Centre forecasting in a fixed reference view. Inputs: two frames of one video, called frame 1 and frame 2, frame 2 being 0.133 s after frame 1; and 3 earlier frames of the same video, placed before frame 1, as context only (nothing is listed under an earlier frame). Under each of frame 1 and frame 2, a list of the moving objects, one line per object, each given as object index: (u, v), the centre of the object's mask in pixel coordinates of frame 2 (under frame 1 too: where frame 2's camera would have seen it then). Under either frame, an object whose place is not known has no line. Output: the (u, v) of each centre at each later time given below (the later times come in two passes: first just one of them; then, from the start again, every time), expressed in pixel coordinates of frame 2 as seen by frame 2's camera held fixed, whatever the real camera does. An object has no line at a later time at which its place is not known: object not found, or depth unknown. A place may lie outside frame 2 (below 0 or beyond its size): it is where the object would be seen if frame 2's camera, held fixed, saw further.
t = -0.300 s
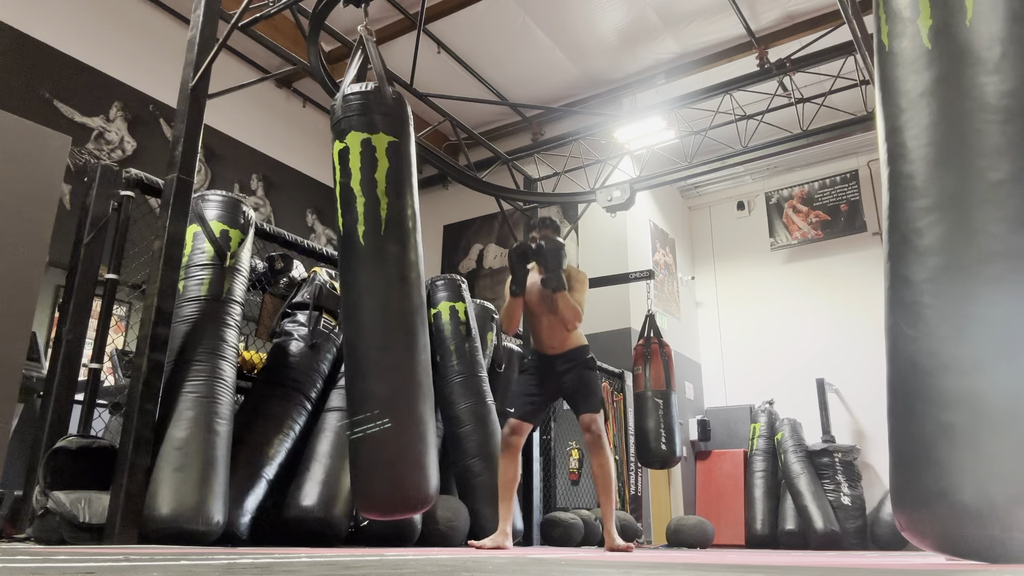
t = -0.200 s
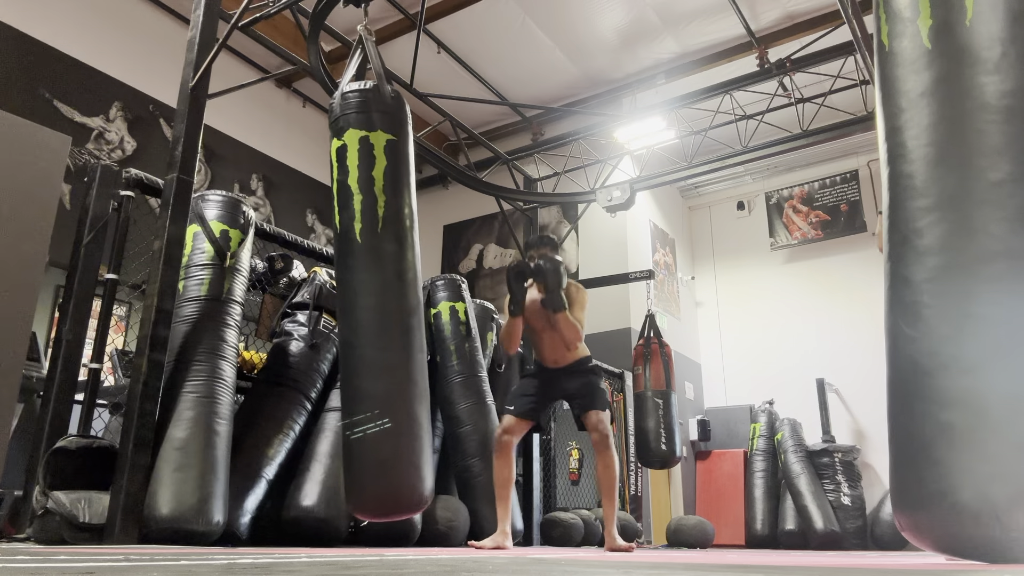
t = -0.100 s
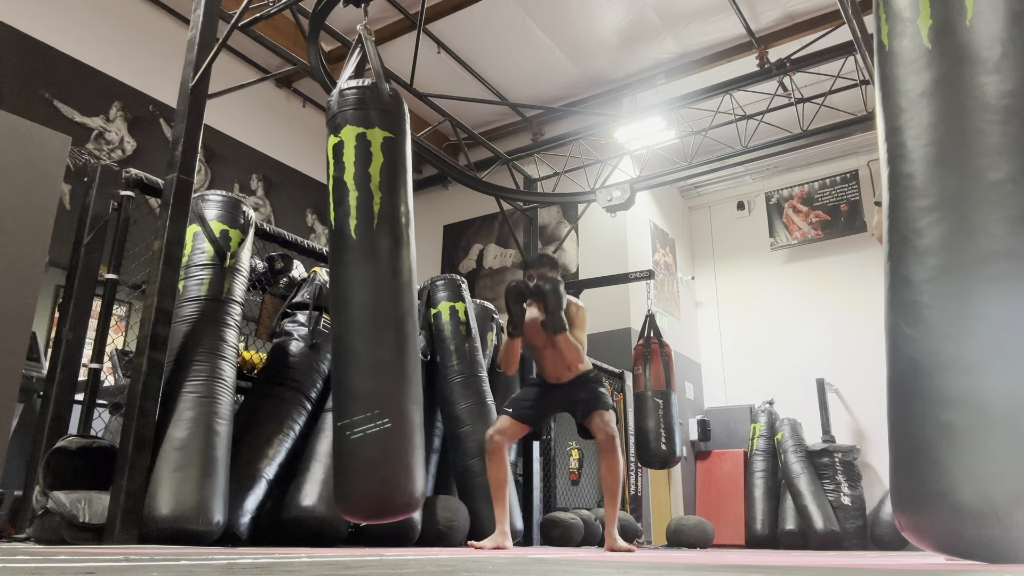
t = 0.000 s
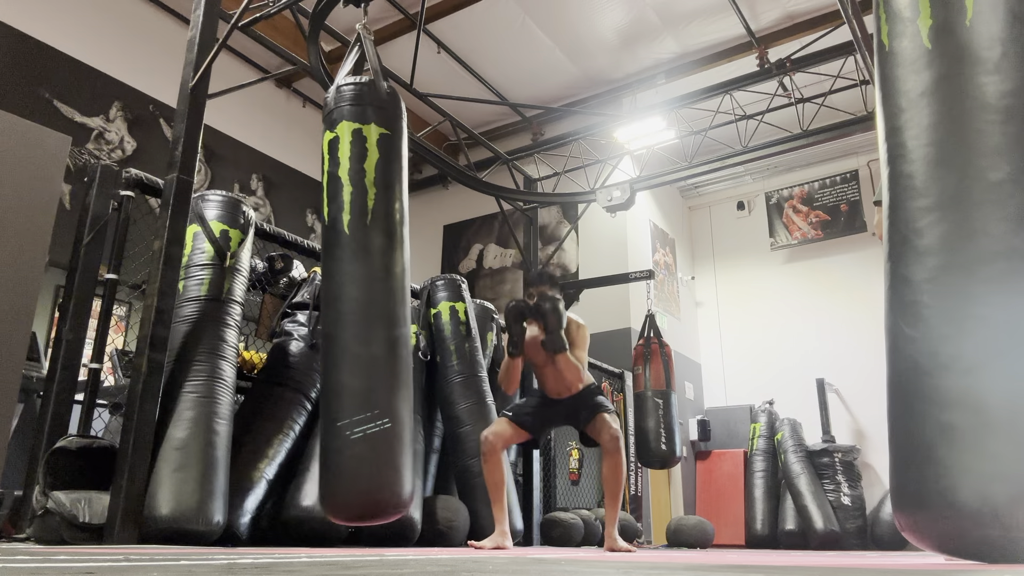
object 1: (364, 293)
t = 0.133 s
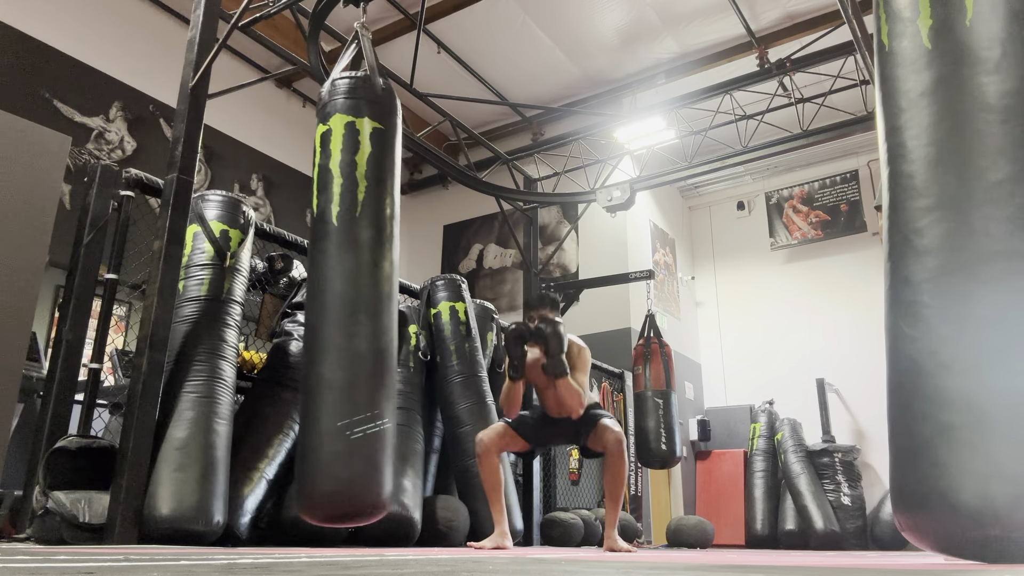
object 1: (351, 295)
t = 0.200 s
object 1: (344, 294)
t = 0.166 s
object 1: (347, 293)
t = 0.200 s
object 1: (344, 294)
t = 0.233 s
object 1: (340, 295)
